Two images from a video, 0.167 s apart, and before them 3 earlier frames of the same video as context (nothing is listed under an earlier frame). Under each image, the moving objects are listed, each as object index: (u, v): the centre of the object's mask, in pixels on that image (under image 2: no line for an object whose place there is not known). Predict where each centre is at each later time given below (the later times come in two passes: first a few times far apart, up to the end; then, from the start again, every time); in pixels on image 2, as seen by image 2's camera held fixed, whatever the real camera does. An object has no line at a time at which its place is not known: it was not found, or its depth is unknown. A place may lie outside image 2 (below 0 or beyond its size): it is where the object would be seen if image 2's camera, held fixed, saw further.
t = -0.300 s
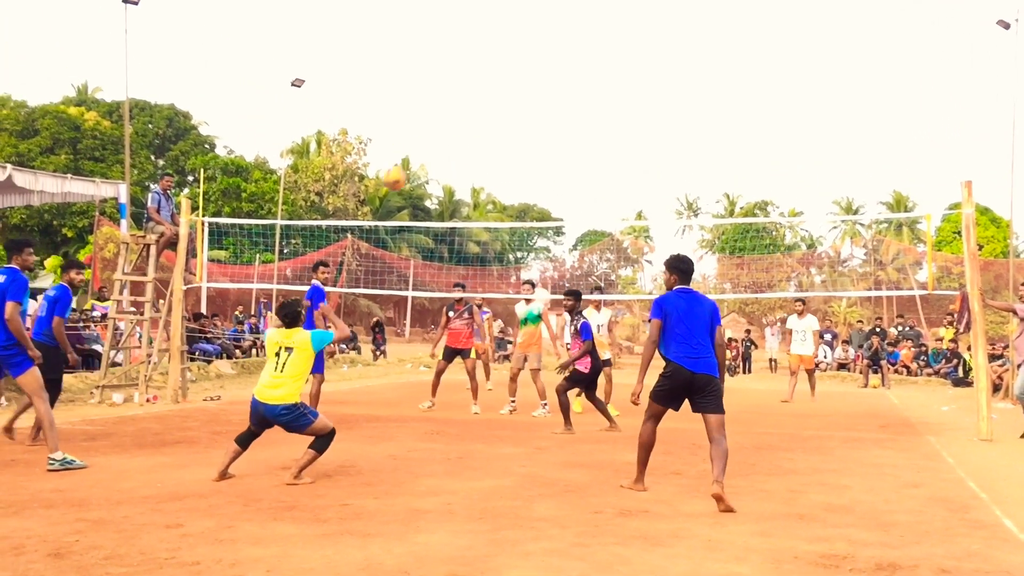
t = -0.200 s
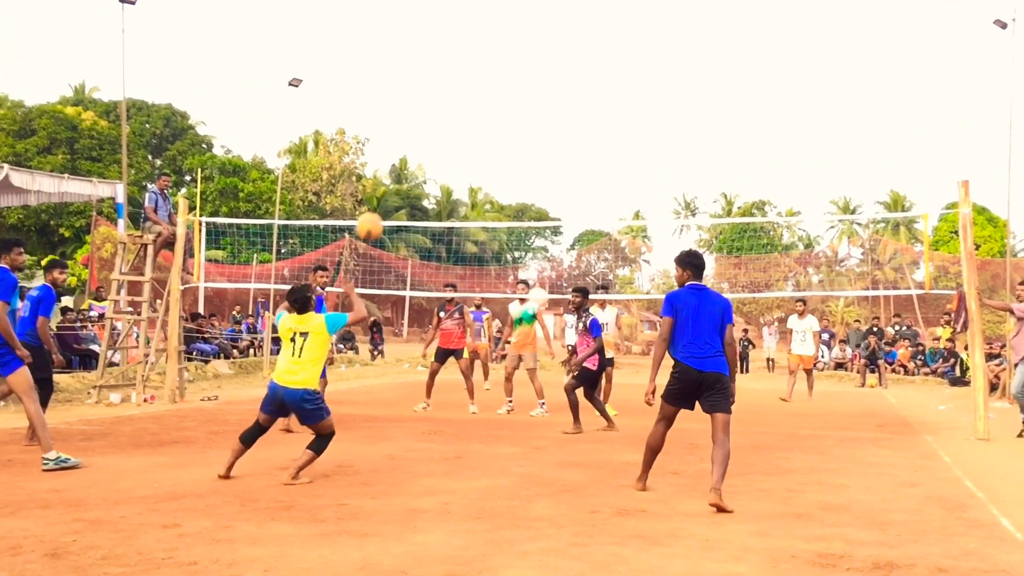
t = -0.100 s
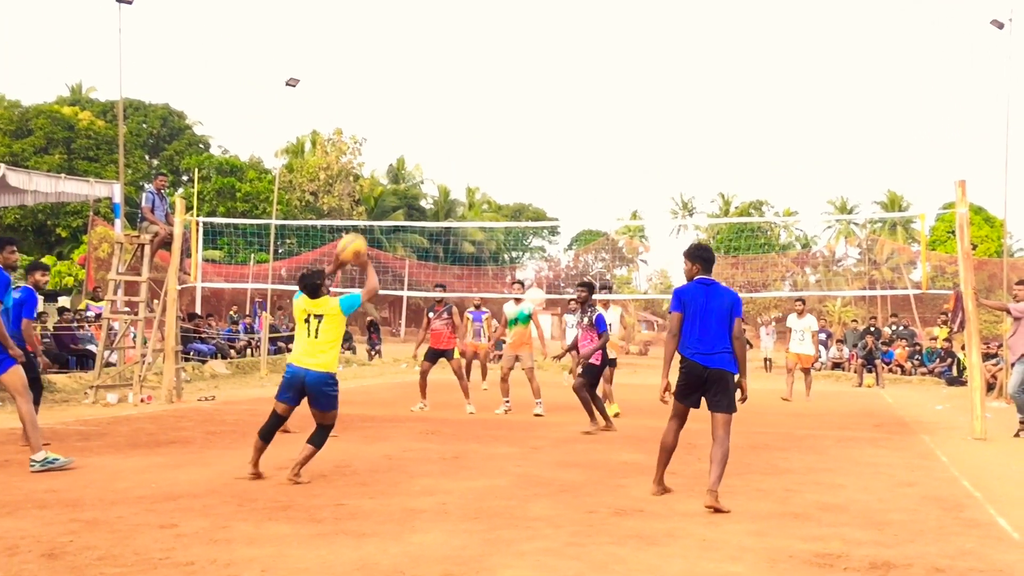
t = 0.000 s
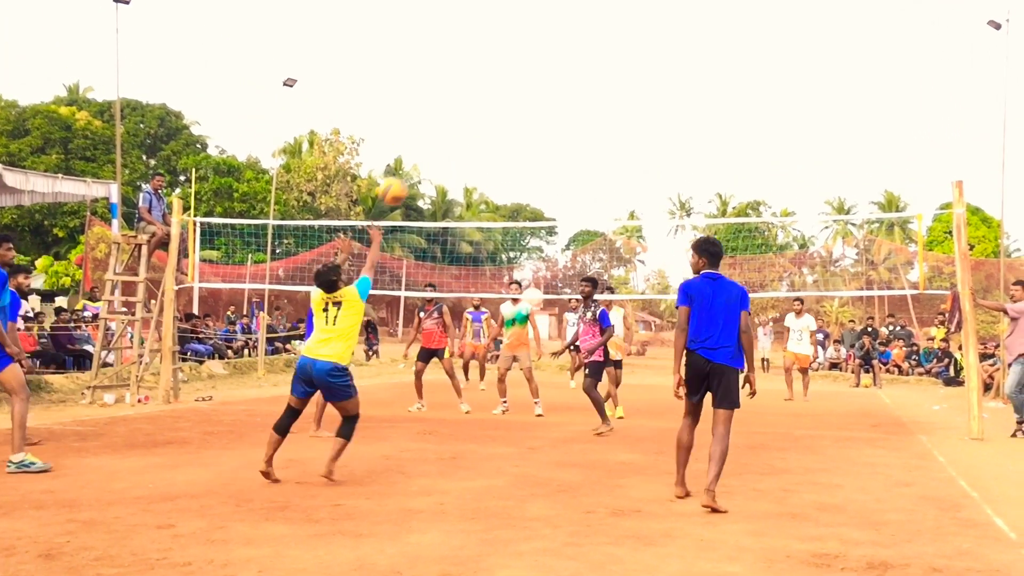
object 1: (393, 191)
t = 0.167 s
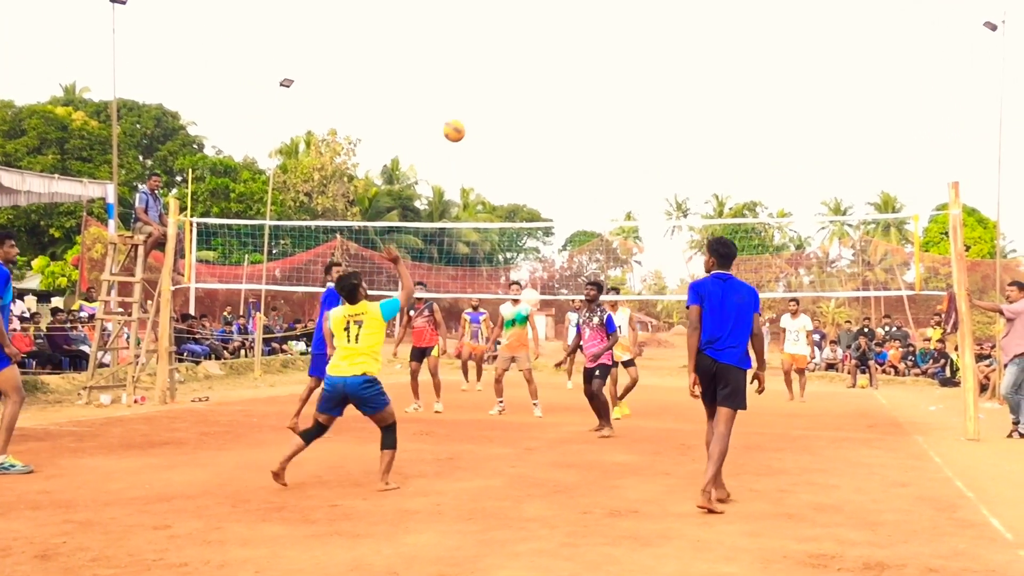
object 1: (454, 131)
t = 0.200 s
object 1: (466, 123)
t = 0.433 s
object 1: (542, 108)
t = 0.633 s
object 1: (598, 142)
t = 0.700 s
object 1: (615, 161)
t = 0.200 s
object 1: (466, 123)
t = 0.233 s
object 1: (478, 117)
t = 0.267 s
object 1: (489, 112)
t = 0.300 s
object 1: (500, 109)
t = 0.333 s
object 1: (511, 107)
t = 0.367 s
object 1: (521, 106)
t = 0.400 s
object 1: (532, 107)
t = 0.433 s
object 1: (542, 108)
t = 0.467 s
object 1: (552, 111)
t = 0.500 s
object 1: (562, 115)
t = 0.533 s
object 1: (571, 120)
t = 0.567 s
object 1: (580, 126)
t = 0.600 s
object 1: (589, 133)
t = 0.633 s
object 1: (598, 142)
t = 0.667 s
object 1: (607, 151)
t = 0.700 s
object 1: (615, 161)
